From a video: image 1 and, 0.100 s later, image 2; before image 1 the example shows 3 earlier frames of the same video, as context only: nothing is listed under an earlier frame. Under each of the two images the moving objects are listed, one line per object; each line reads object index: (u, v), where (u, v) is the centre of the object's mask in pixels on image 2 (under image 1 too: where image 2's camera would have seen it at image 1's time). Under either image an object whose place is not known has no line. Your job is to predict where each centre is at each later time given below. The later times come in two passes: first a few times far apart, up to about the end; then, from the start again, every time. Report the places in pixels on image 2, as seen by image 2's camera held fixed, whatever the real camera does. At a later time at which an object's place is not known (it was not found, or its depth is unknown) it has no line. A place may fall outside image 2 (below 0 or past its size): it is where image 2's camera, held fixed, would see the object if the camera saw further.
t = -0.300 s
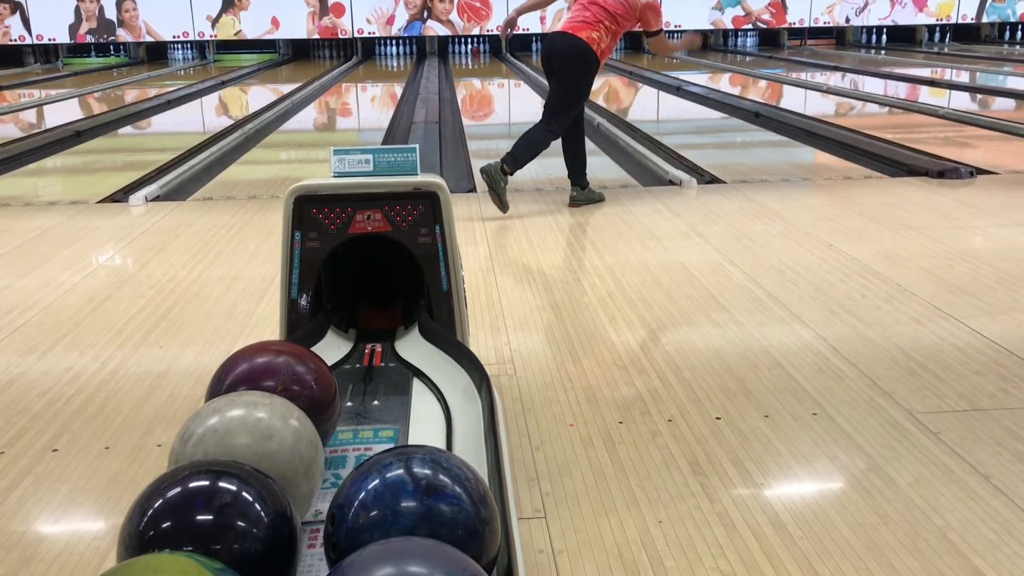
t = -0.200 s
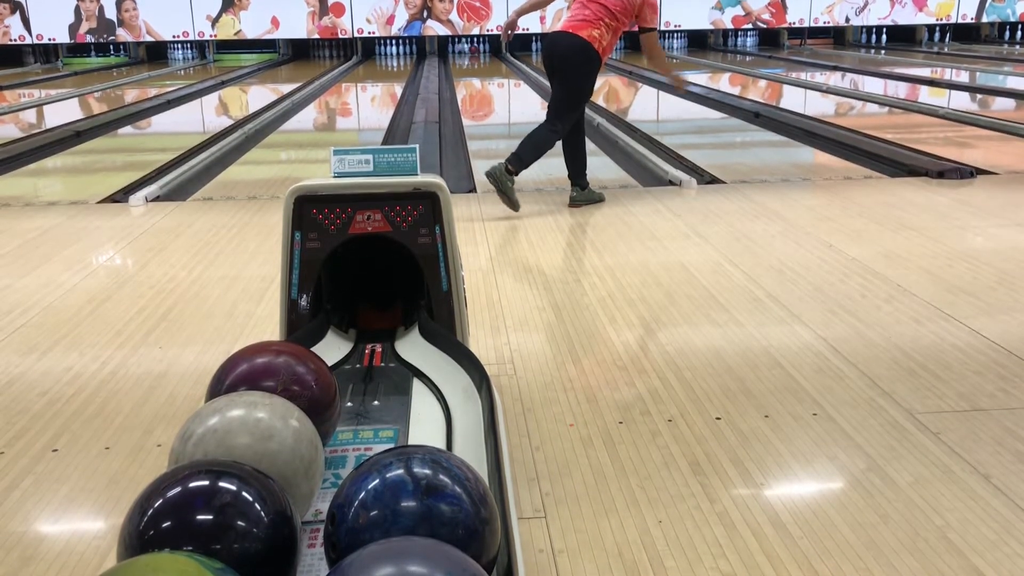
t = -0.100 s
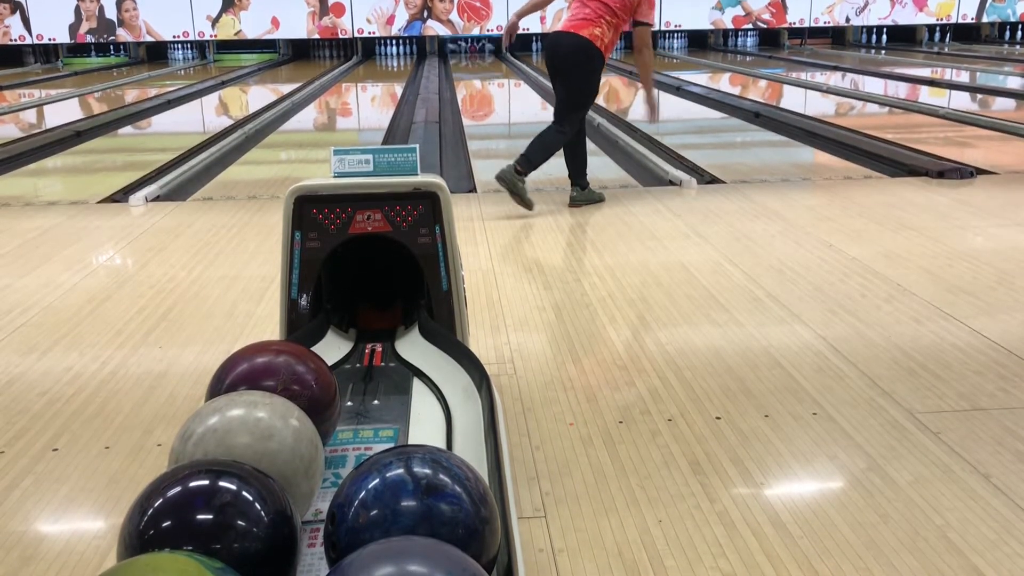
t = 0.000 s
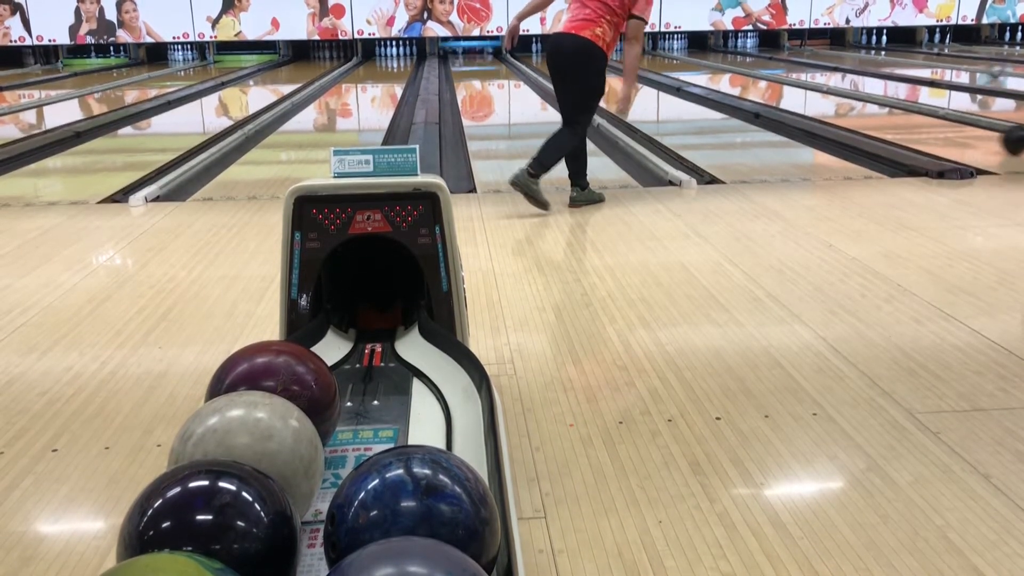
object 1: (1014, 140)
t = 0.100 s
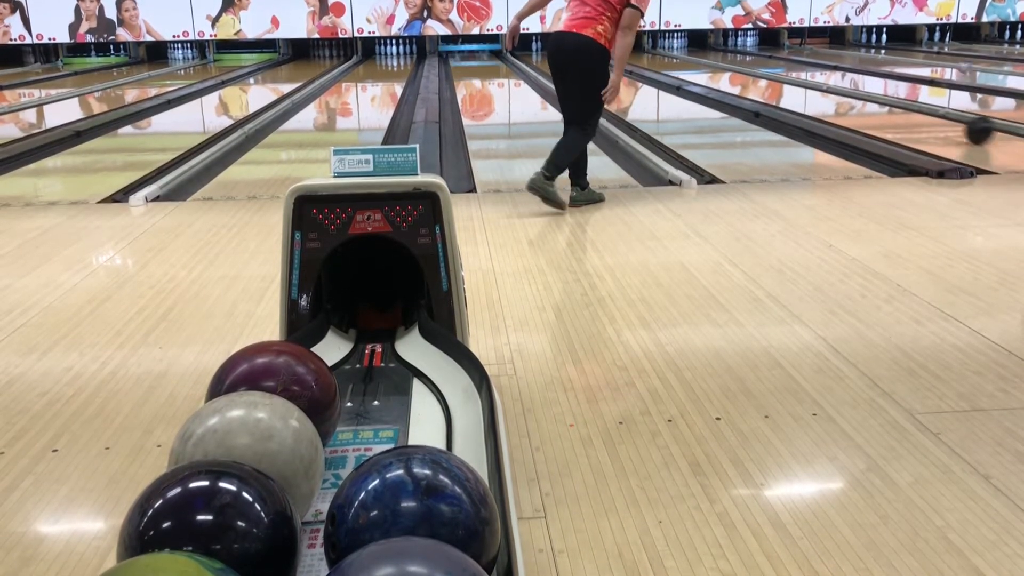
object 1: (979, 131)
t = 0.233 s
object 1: (937, 120)
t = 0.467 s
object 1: (877, 106)
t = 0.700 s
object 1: (830, 95)
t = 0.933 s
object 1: (793, 87)
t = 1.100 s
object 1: (771, 82)
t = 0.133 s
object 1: (968, 128)
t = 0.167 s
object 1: (957, 125)
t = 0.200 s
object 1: (947, 123)
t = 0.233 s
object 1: (937, 120)
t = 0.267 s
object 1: (927, 118)
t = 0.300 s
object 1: (918, 116)
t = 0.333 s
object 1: (909, 114)
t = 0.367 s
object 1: (900, 112)
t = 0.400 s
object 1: (893, 109)
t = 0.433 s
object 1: (885, 107)
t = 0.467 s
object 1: (877, 106)
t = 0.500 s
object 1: (870, 104)
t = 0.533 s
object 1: (863, 102)
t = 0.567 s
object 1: (856, 101)
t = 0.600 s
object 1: (850, 99)
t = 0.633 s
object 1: (843, 98)
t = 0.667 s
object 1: (837, 96)
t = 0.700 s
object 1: (830, 95)
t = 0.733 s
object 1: (825, 94)
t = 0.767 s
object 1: (820, 92)
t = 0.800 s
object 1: (814, 91)
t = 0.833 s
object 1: (808, 90)
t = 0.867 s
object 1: (803, 89)
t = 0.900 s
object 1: (798, 88)
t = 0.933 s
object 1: (793, 87)
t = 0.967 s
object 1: (789, 86)
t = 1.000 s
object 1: (784, 85)
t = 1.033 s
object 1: (780, 84)
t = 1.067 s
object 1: (775, 83)
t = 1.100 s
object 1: (771, 82)
